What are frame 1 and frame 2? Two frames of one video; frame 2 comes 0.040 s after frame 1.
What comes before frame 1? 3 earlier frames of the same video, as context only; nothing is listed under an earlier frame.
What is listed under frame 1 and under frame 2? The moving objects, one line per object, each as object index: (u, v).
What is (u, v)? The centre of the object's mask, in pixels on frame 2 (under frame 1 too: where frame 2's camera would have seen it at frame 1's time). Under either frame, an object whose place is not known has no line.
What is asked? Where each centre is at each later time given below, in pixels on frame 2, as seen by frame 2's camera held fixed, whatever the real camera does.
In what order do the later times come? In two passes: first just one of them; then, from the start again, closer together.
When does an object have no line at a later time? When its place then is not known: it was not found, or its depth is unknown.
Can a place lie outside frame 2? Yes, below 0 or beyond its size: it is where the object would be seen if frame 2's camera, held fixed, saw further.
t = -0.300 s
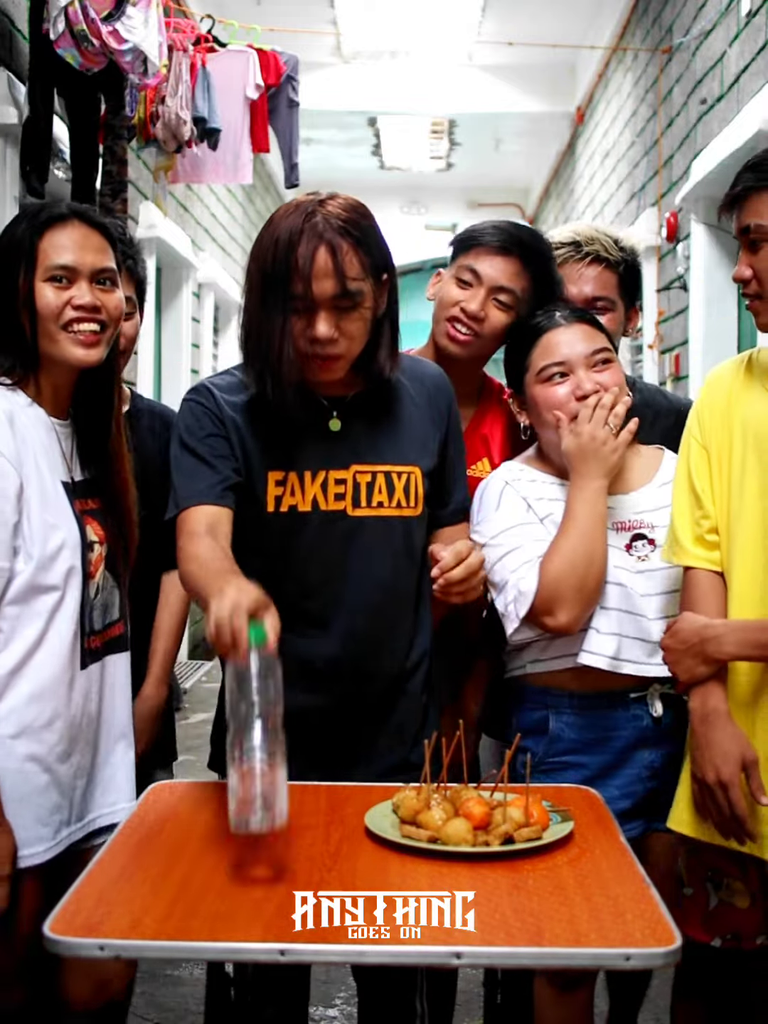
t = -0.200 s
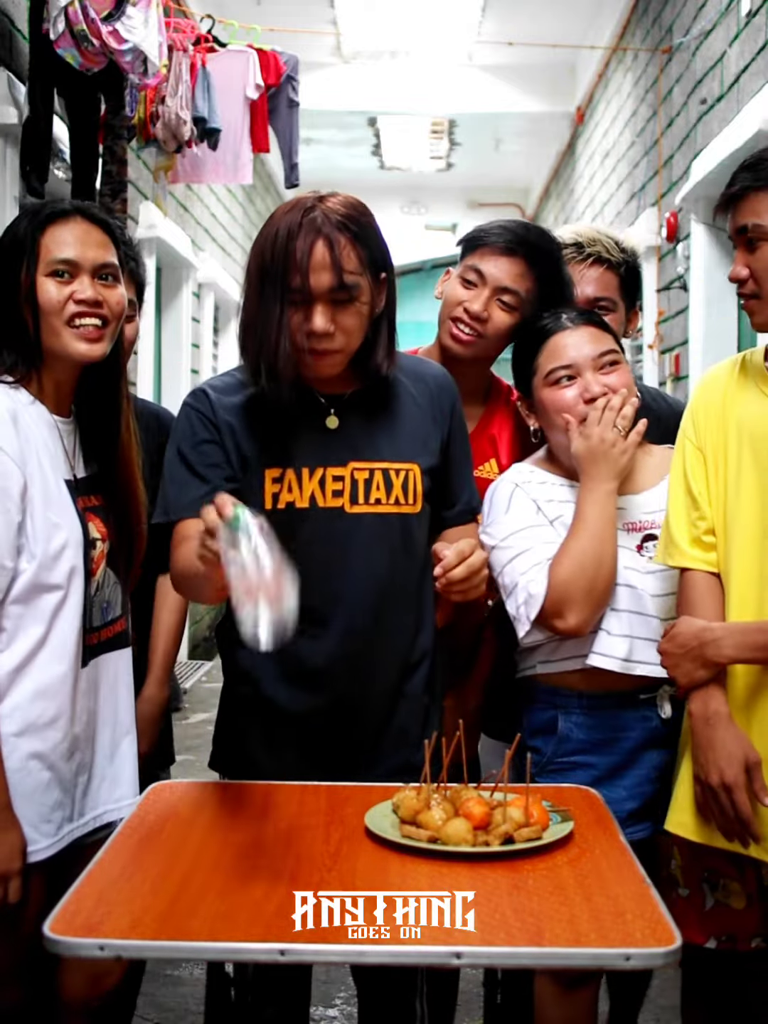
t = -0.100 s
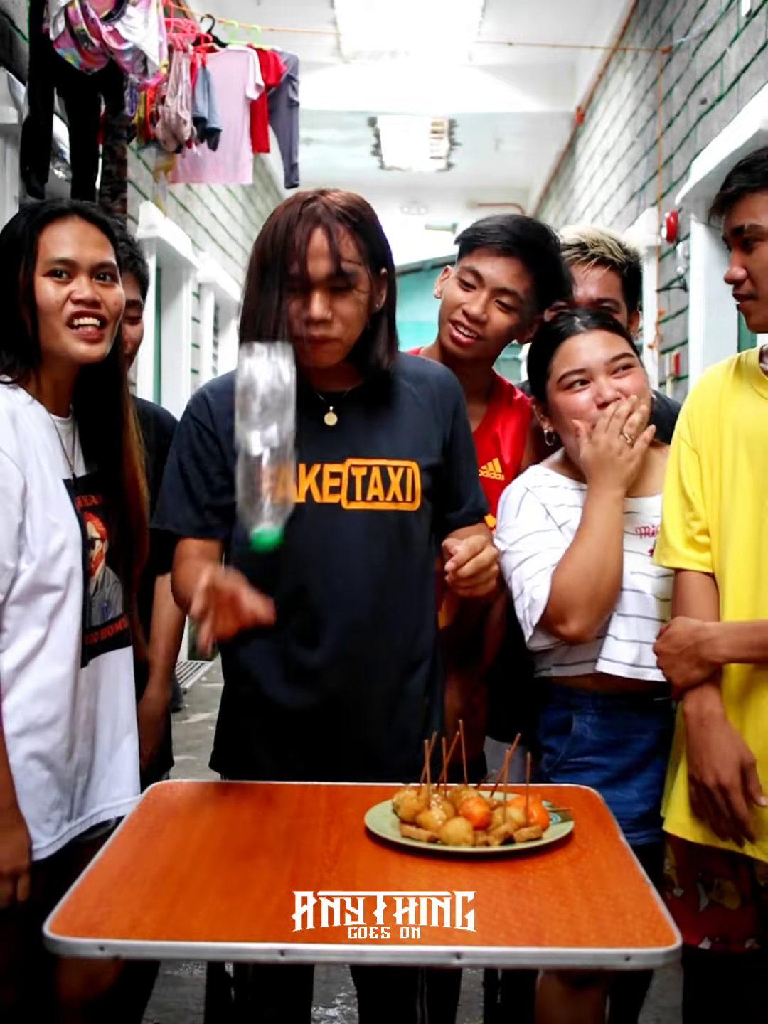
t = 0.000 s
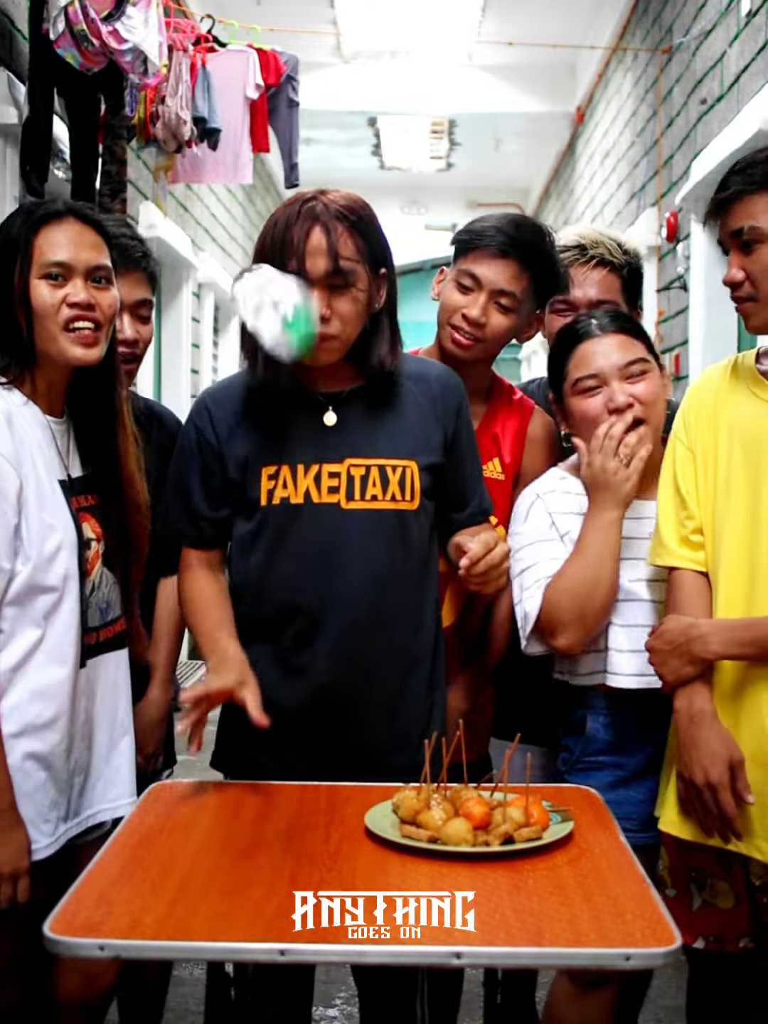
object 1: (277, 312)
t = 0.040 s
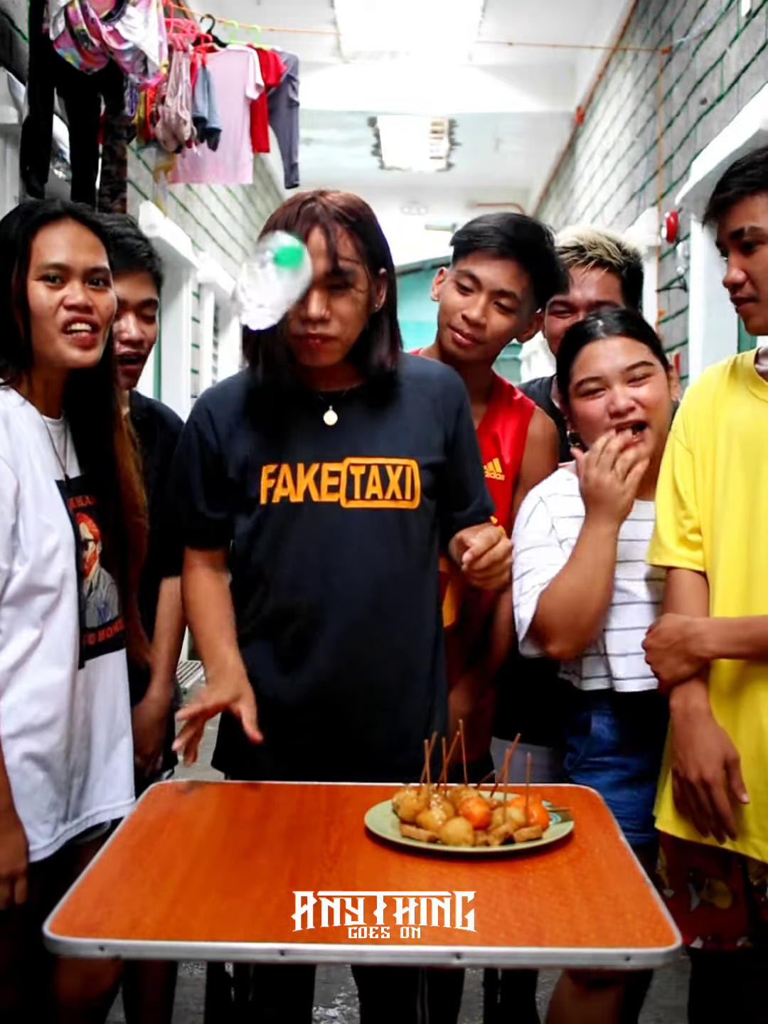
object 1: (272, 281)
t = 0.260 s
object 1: (261, 464)
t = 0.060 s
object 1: (271, 277)
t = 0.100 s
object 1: (269, 284)
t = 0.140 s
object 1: (268, 307)
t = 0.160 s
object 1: (266, 325)
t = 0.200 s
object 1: (264, 369)
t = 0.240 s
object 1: (262, 428)
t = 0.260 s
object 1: (261, 464)
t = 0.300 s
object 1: (259, 546)
